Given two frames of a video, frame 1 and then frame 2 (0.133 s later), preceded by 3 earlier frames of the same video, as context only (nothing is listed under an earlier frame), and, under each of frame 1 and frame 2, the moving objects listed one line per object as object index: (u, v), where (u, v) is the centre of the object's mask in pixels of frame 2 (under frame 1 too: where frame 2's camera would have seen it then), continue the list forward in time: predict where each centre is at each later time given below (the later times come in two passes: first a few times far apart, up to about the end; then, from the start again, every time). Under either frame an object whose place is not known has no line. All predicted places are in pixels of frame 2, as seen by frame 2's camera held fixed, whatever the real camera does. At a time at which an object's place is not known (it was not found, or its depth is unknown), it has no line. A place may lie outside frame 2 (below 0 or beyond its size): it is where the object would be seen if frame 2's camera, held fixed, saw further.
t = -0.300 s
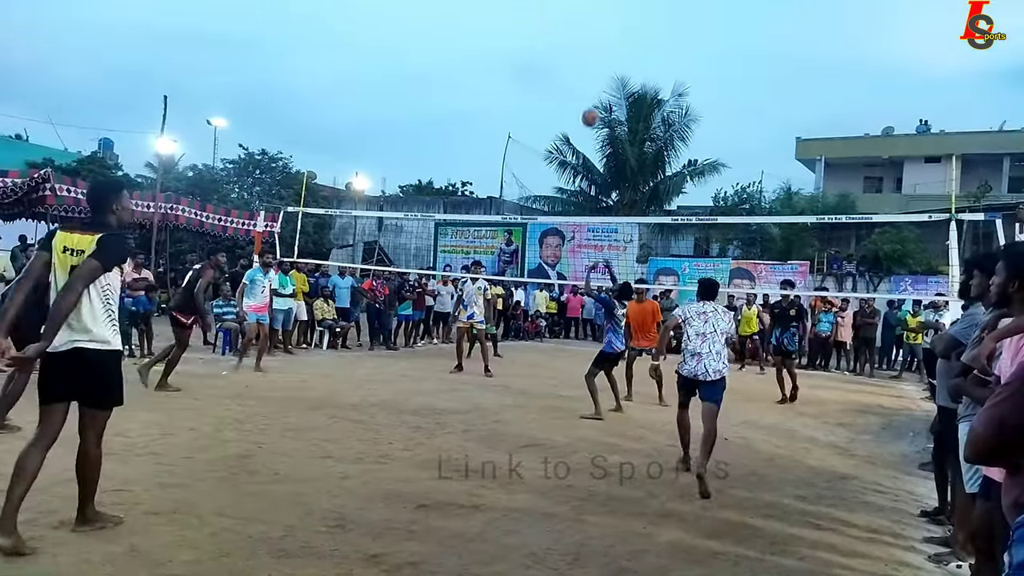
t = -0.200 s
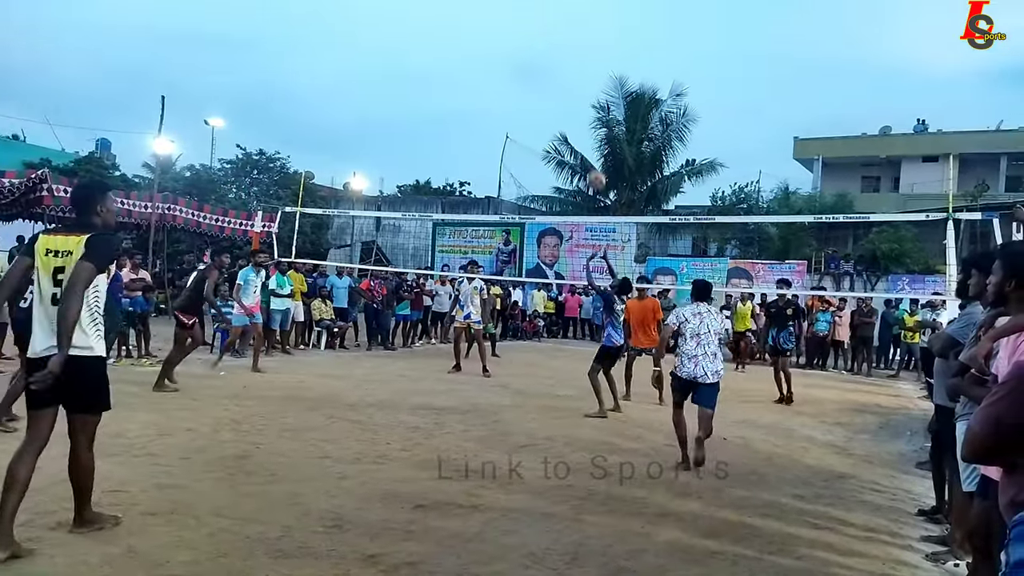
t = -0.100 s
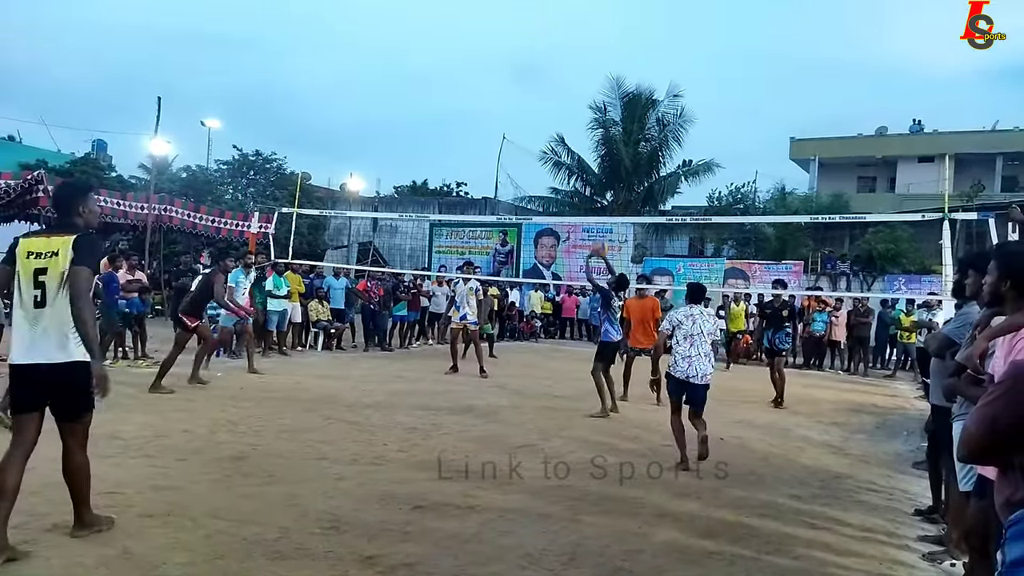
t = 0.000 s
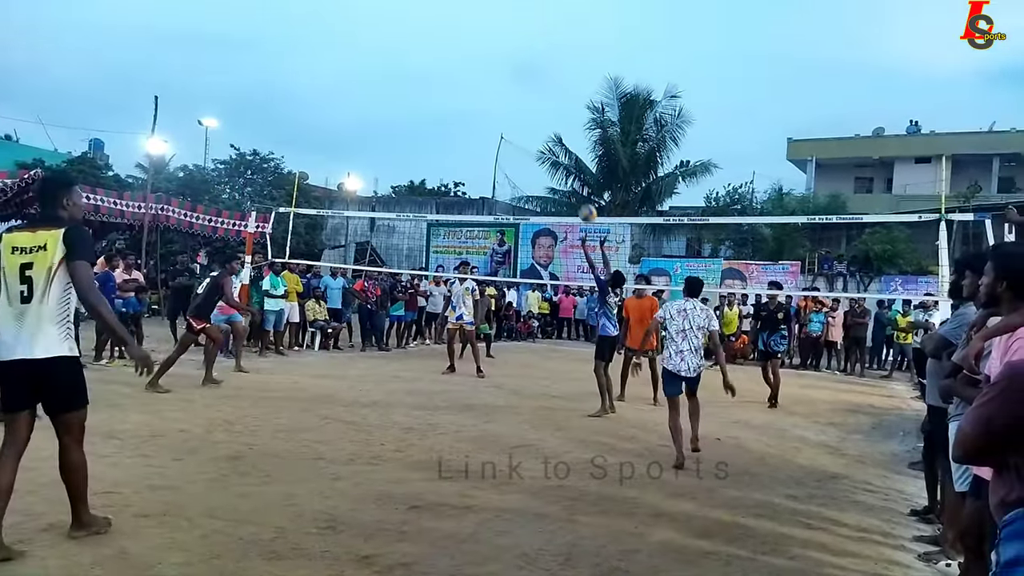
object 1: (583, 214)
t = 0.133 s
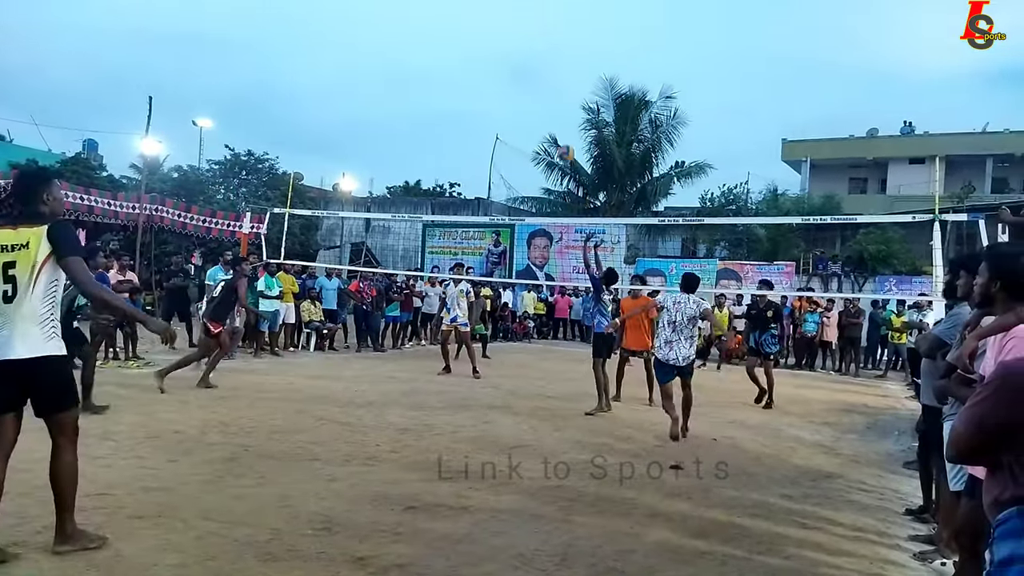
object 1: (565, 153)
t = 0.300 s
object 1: (542, 100)
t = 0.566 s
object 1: (506, 64)
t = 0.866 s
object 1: (463, 87)
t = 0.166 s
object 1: (561, 140)
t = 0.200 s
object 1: (556, 129)
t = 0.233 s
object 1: (552, 118)
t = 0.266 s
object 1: (547, 108)
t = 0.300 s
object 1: (542, 100)
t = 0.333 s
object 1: (537, 92)
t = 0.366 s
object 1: (533, 85)
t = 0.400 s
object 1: (528, 80)
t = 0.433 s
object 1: (524, 75)
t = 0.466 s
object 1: (519, 71)
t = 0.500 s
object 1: (515, 67)
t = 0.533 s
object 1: (510, 65)
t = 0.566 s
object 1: (506, 64)
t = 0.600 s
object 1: (501, 63)
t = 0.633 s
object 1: (496, 63)
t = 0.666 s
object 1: (492, 64)
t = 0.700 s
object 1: (487, 66)
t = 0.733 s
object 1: (482, 69)
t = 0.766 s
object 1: (478, 72)
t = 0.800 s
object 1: (473, 77)
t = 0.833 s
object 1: (468, 82)
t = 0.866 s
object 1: (463, 87)
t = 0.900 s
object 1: (459, 94)
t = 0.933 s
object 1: (454, 101)
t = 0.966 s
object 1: (449, 109)
